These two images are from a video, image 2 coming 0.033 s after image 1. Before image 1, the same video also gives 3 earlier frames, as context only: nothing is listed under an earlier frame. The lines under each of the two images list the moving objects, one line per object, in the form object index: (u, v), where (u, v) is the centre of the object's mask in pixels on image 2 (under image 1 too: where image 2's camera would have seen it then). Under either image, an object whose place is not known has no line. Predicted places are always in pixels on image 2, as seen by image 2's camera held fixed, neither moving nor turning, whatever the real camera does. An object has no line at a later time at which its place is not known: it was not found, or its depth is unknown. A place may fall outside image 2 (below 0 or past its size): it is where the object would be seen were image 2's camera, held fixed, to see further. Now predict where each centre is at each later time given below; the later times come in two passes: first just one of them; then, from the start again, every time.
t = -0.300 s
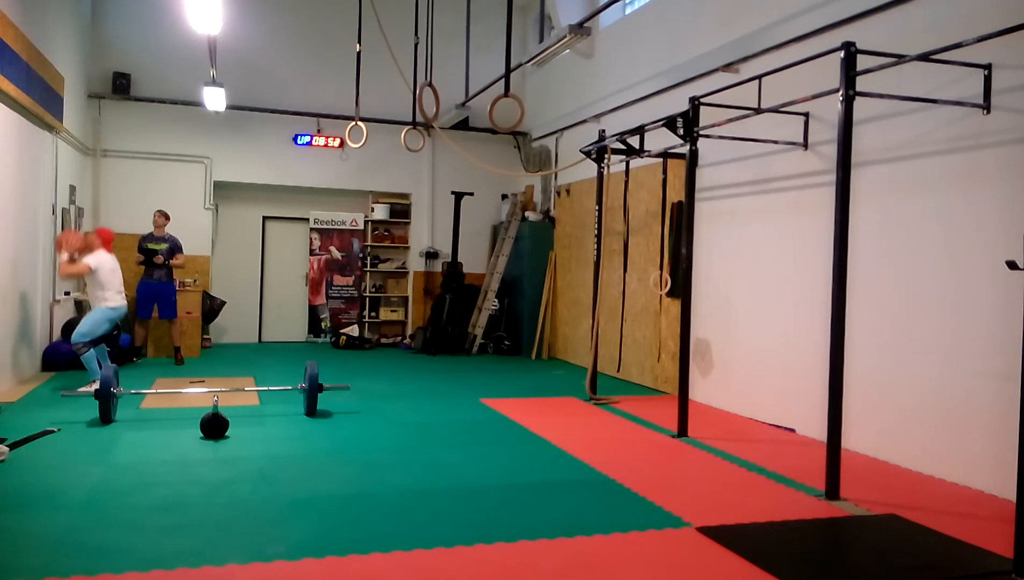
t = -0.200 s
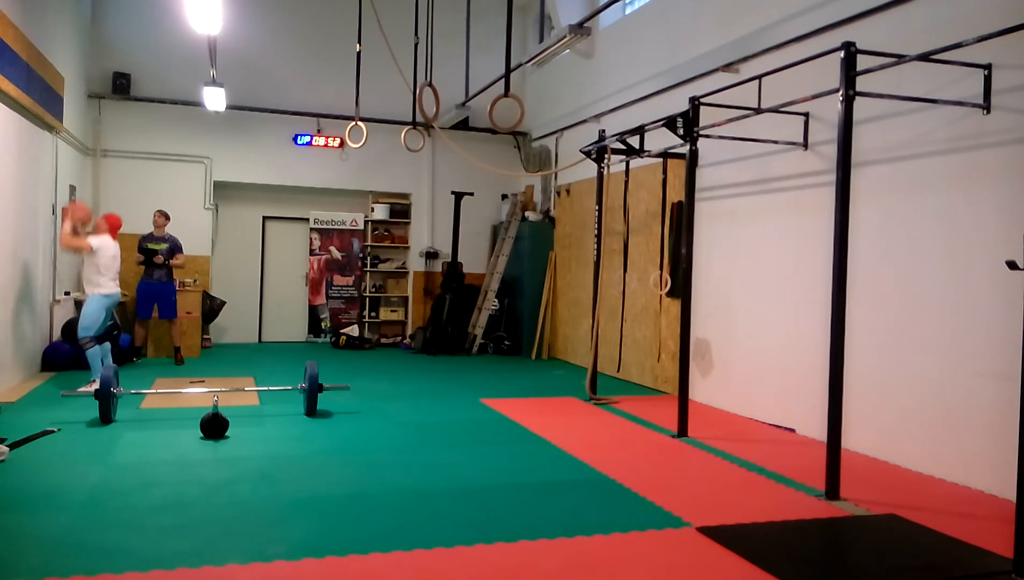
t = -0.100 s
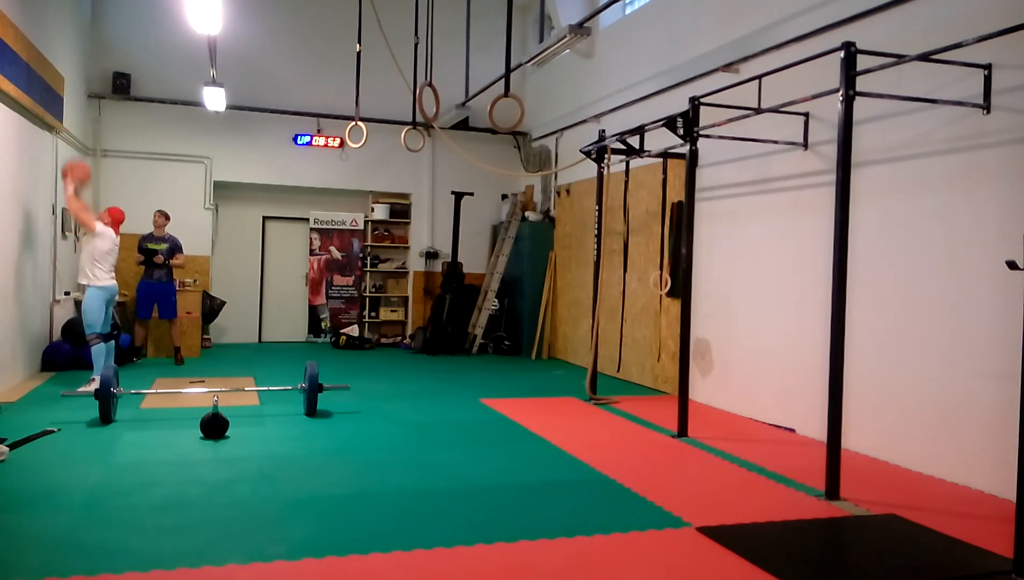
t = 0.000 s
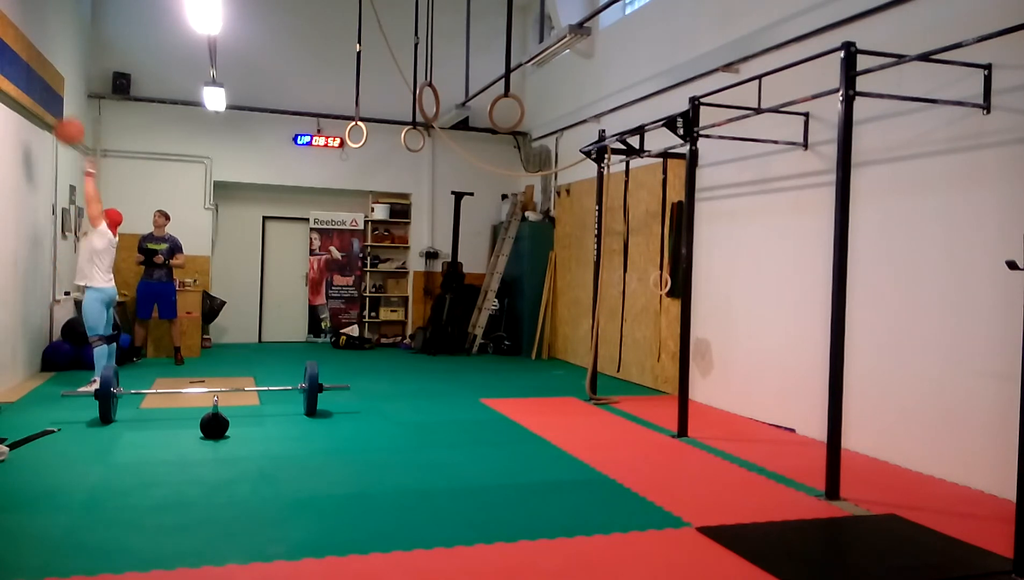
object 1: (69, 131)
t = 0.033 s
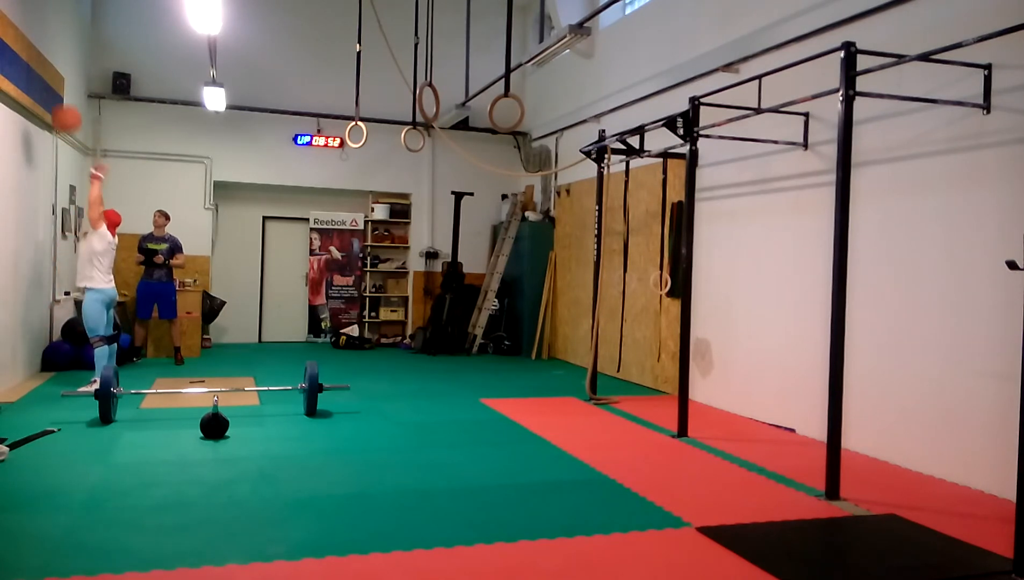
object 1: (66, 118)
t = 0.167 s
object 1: (57, 81)
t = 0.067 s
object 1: (65, 108)
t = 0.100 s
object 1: (61, 98)
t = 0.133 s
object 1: (59, 88)
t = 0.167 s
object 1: (57, 81)
